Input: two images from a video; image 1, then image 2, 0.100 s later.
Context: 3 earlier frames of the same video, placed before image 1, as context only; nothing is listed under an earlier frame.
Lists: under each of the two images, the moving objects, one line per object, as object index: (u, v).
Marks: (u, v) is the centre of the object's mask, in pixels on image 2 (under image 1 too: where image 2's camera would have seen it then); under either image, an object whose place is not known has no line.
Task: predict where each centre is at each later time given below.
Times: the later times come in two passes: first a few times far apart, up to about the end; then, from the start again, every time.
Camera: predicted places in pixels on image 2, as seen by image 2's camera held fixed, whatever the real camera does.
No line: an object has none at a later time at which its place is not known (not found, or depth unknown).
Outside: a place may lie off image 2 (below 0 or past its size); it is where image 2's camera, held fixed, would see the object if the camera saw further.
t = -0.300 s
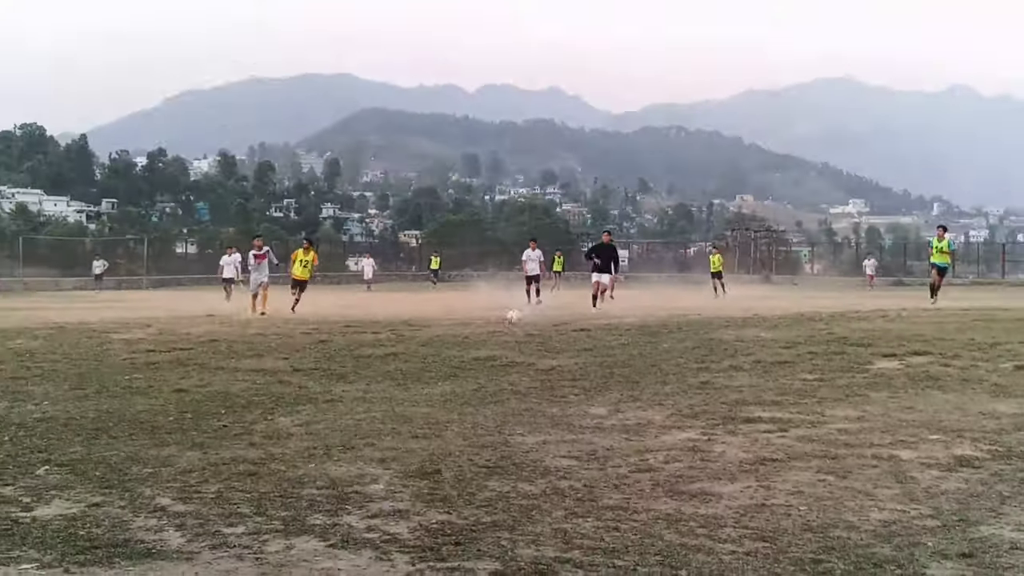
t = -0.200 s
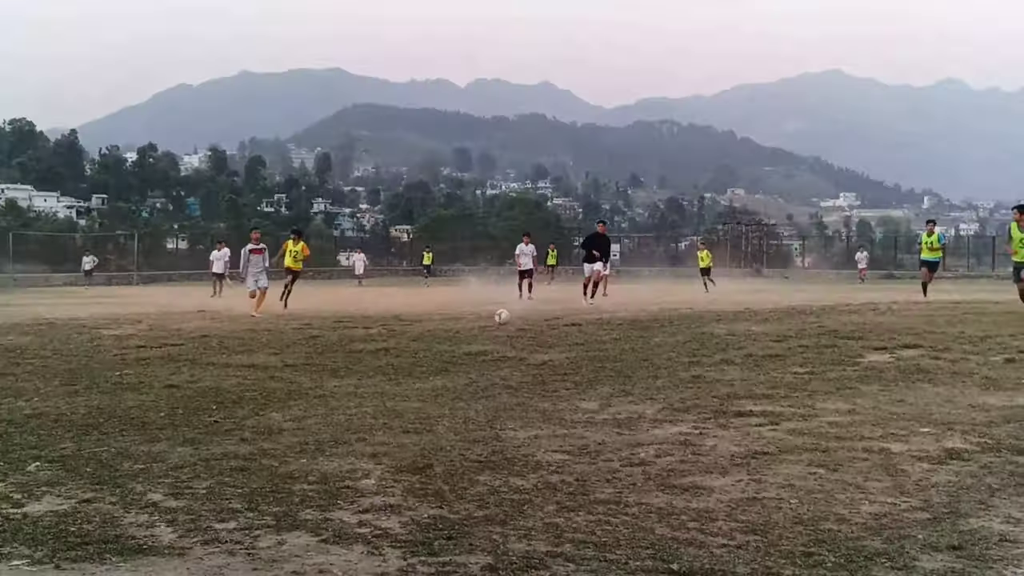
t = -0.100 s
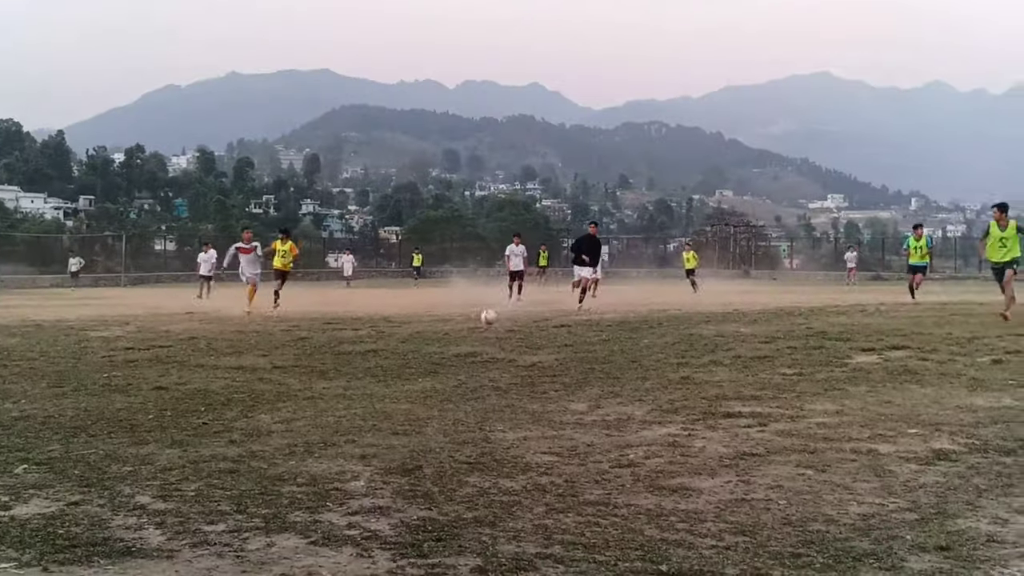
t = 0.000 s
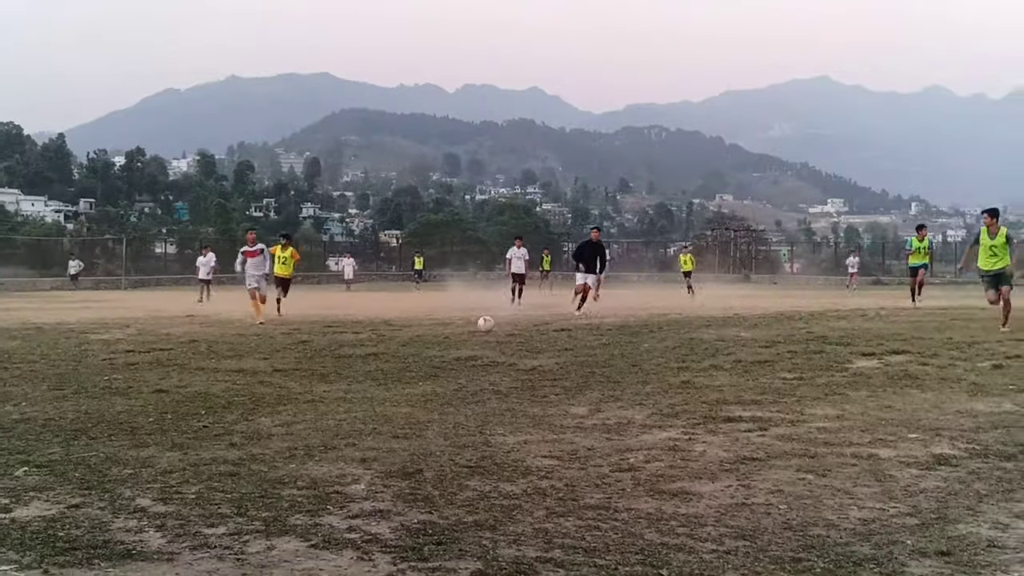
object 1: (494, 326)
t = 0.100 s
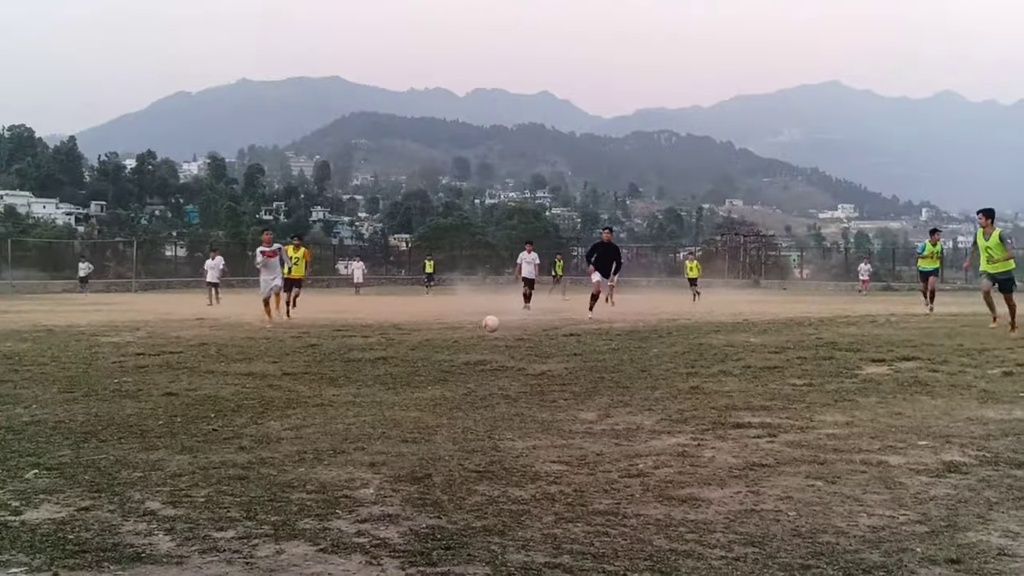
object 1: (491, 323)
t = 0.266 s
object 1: (484, 332)
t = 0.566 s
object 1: (468, 342)
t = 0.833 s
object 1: (449, 345)
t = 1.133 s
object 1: (429, 348)
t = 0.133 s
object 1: (490, 323)
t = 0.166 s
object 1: (489, 323)
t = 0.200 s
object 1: (487, 325)
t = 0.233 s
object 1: (486, 327)
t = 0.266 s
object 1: (484, 332)
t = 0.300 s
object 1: (482, 336)
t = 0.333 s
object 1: (481, 335)
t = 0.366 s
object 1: (479, 333)
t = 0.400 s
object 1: (477, 332)
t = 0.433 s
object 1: (477, 332)
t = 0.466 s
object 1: (474, 333)
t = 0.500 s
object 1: (472, 335)
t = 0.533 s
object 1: (471, 339)
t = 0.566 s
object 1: (468, 342)
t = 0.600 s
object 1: (467, 345)
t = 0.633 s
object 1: (464, 343)
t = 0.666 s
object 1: (462, 340)
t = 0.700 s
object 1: (460, 339)
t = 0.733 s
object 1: (458, 338)
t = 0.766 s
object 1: (455, 340)
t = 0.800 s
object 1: (452, 342)
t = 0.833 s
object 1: (449, 345)
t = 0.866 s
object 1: (446, 350)
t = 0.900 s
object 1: (443, 356)
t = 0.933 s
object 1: (440, 358)
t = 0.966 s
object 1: (439, 353)
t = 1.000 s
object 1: (437, 350)
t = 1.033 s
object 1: (435, 348)
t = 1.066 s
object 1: (433, 347)
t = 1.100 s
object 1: (431, 347)
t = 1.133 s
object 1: (429, 348)
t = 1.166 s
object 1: (427, 351)
